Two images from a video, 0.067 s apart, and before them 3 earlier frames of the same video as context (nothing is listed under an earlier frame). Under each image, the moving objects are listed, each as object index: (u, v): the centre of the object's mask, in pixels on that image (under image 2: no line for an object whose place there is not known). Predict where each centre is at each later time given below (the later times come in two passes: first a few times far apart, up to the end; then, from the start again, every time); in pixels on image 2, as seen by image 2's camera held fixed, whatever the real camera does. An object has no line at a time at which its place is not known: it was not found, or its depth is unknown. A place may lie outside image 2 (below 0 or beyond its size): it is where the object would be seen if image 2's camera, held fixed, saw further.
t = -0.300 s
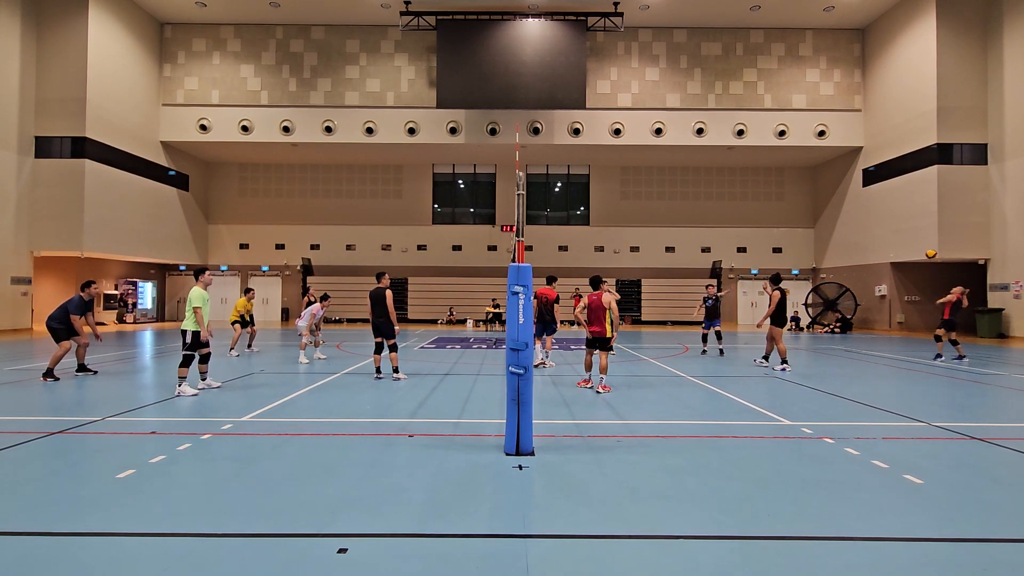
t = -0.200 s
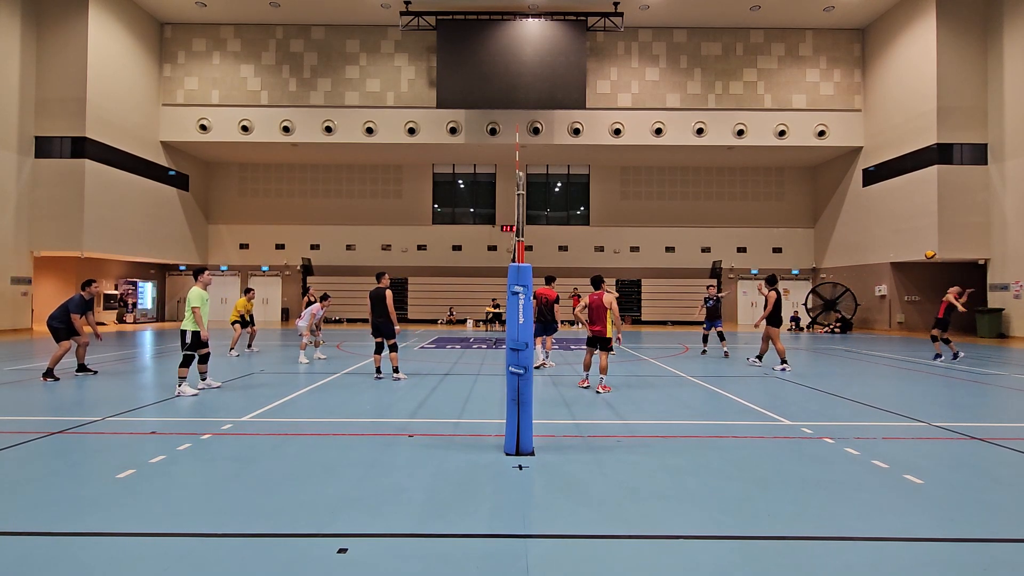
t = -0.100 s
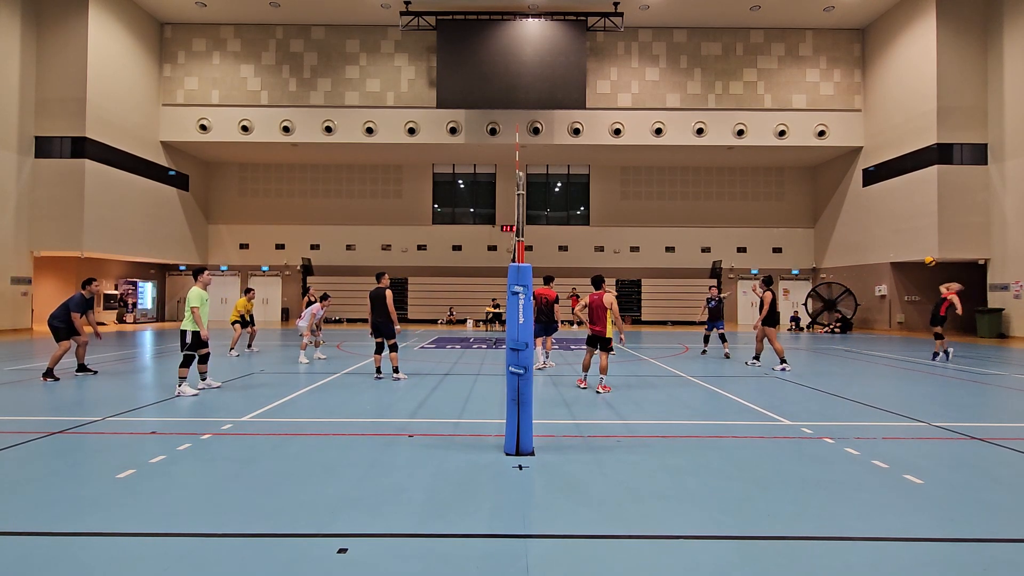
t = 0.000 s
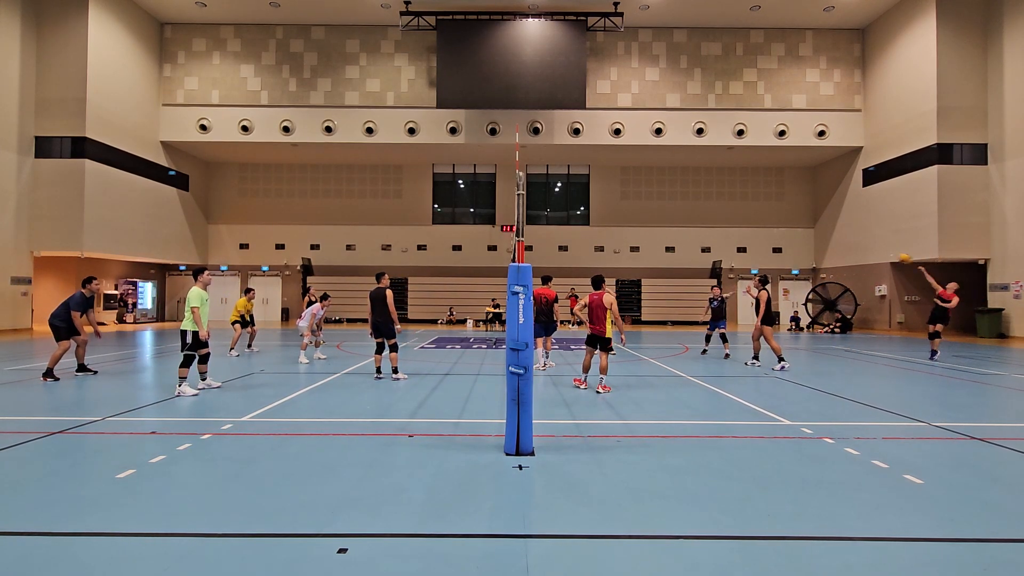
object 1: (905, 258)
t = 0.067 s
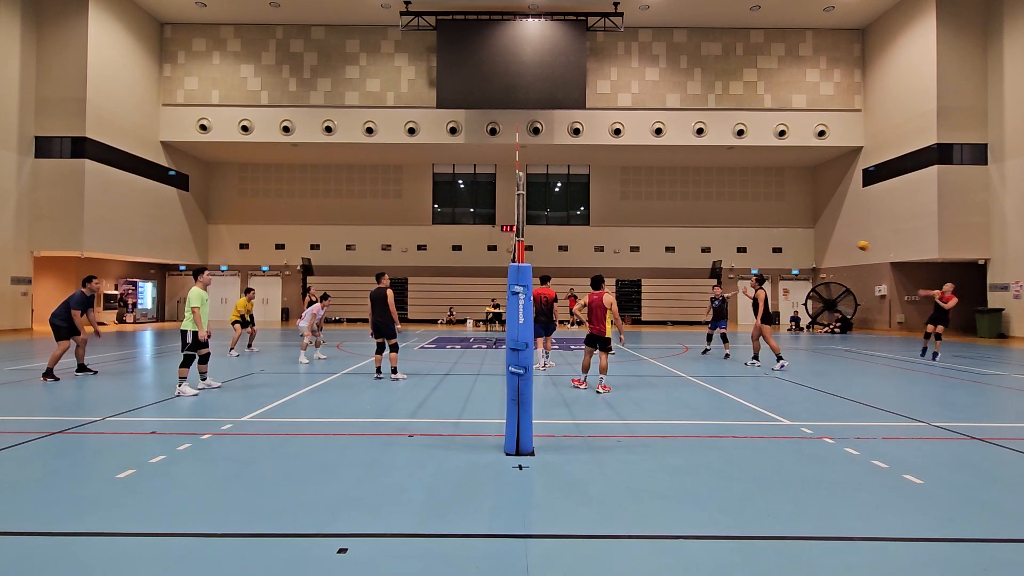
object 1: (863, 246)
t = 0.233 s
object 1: (759, 222)
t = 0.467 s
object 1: (609, 204)
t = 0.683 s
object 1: (467, 205)
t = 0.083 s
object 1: (854, 243)
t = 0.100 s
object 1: (843, 240)
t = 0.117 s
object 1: (833, 237)
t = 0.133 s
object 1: (823, 235)
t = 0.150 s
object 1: (812, 232)
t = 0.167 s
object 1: (801, 230)
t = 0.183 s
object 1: (791, 228)
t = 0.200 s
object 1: (780, 225)
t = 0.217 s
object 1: (770, 223)
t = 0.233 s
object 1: (759, 222)
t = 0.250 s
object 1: (749, 220)
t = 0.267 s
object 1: (738, 218)
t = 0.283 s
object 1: (727, 216)
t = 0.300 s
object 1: (716, 215)
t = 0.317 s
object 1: (705, 214)
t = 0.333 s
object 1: (695, 212)
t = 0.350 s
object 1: (684, 211)
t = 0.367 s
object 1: (673, 210)
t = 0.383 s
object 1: (663, 208)
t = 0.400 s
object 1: (652, 207)
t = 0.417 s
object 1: (641, 206)
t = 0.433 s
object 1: (631, 206)
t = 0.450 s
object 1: (620, 205)
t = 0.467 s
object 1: (609, 204)
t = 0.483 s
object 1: (598, 204)
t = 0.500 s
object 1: (587, 203)
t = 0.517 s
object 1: (576, 203)
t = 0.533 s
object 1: (565, 203)
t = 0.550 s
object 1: (555, 202)
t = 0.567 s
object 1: (544, 202)
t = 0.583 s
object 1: (533, 202)
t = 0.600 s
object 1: (526, 201)
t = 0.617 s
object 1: (510, 202)
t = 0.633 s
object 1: (500, 202)
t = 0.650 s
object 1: (489, 204)
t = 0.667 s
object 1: (478, 204)
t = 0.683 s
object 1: (467, 205)
